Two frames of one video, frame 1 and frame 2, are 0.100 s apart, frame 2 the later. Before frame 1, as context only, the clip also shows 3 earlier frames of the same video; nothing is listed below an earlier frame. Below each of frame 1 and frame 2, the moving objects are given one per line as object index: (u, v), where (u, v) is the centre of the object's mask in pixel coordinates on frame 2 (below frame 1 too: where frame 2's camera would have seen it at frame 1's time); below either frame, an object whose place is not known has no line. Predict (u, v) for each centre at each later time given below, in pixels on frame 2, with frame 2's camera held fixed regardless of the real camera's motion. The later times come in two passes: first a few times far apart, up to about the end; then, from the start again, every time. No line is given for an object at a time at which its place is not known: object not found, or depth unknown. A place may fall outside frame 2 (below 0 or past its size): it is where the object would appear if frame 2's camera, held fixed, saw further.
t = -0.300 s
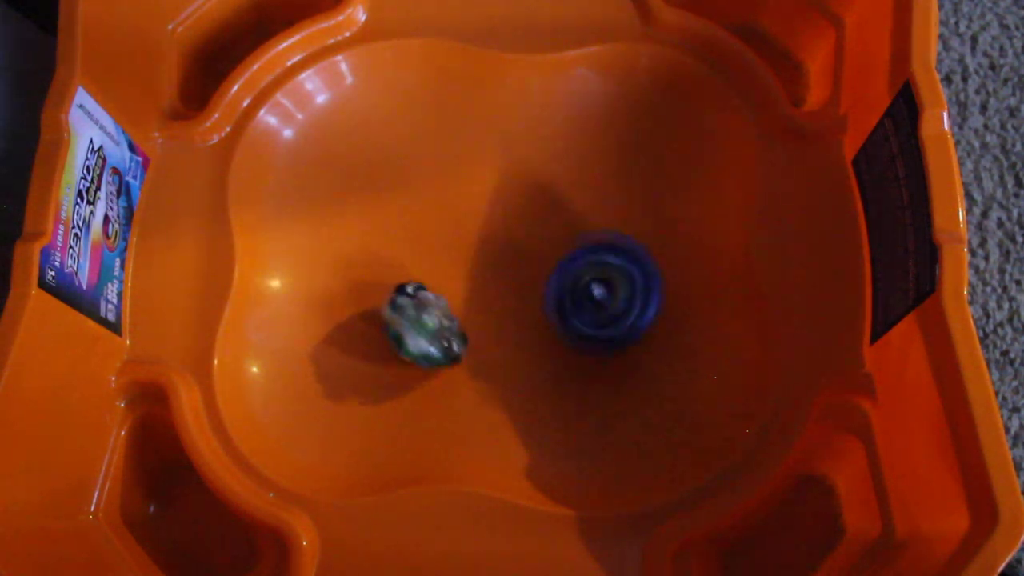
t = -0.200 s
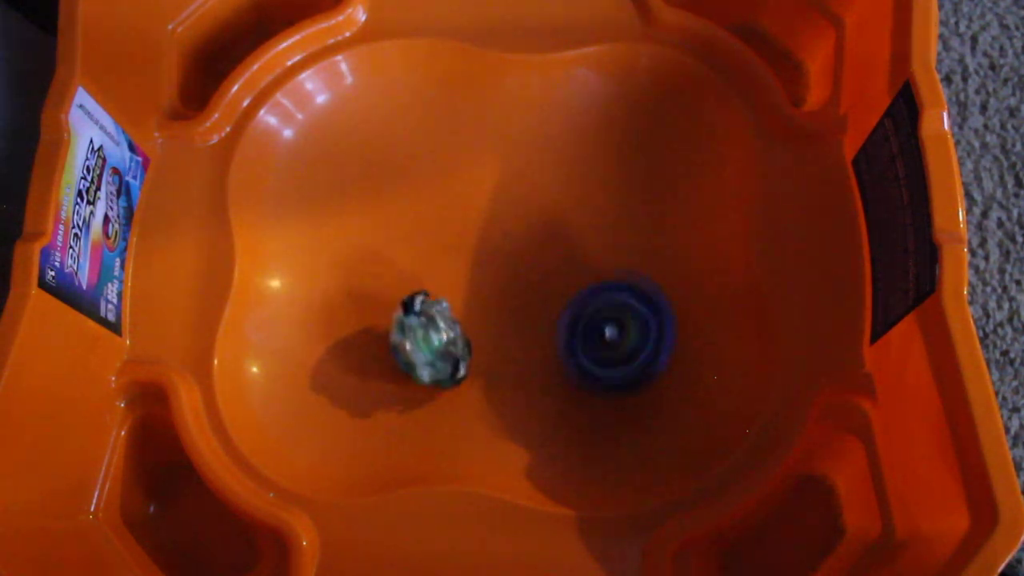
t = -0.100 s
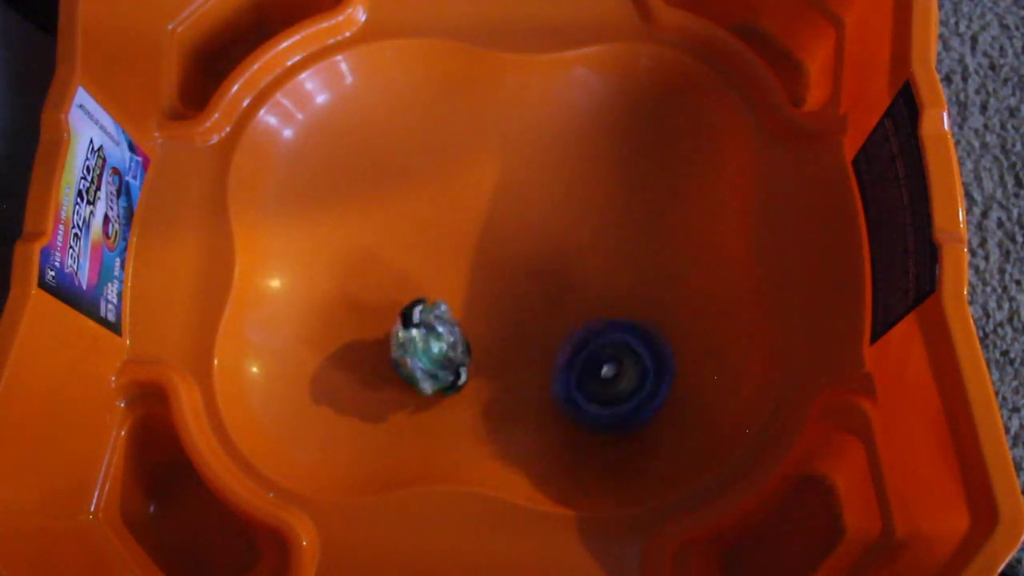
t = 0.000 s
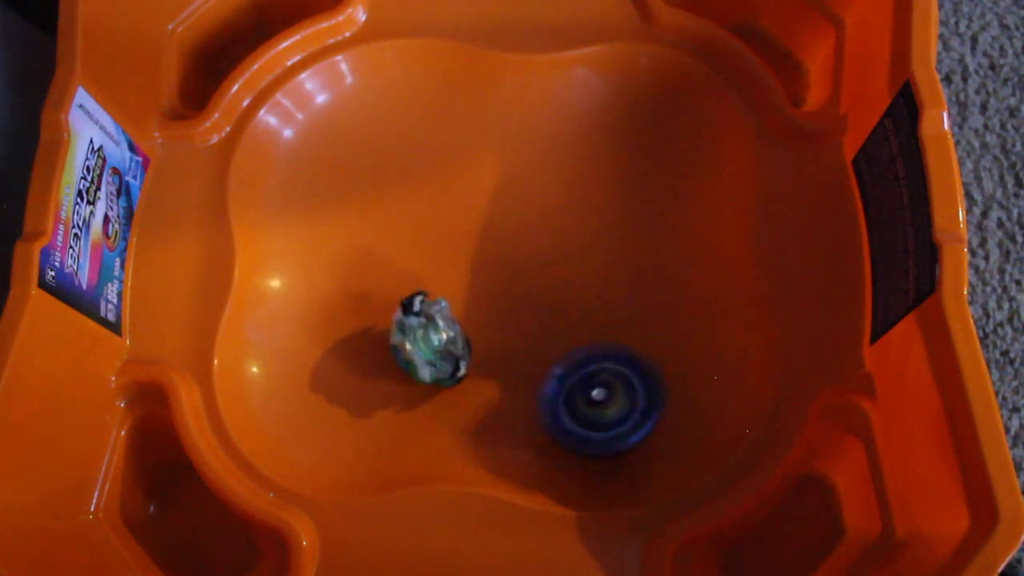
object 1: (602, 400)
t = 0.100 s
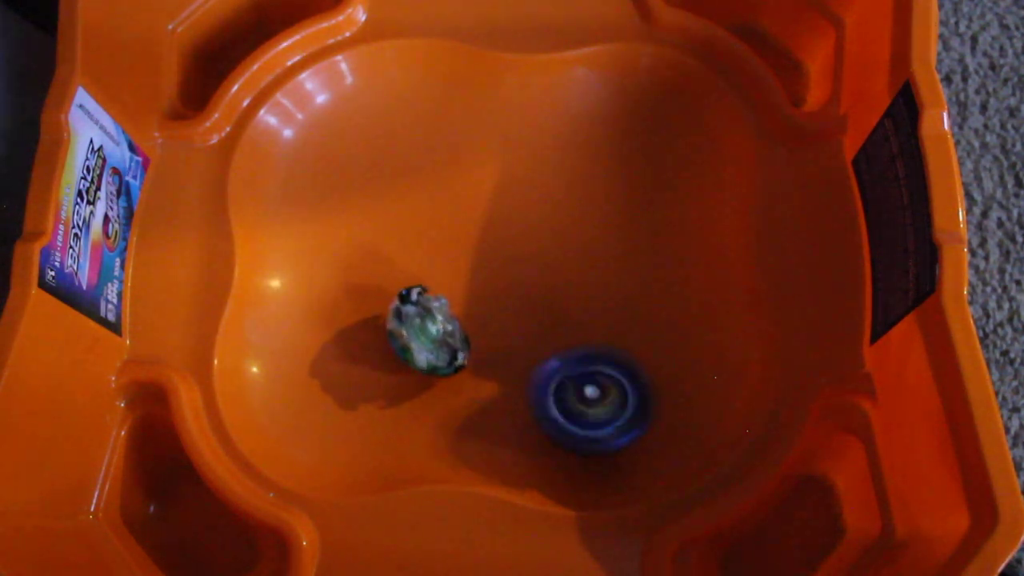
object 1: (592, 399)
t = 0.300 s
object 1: (551, 332)
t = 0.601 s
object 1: (529, 184)
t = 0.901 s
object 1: (533, 176)
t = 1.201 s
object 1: (523, 313)
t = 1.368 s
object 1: (496, 389)
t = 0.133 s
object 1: (587, 393)
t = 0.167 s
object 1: (580, 385)
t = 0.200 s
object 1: (573, 375)
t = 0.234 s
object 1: (565, 362)
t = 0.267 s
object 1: (558, 349)
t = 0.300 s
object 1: (551, 332)
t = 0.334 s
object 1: (546, 315)
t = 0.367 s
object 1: (542, 298)
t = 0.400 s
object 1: (539, 280)
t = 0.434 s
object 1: (535, 262)
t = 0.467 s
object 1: (532, 245)
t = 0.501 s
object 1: (530, 226)
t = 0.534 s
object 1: (531, 209)
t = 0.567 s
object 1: (530, 198)
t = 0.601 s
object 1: (529, 184)
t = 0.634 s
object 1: (530, 171)
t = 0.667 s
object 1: (532, 163)
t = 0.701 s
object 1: (530, 155)
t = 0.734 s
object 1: (532, 150)
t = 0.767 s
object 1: (532, 152)
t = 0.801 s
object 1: (530, 152)
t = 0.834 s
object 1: (533, 156)
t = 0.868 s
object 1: (533, 167)
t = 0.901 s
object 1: (533, 176)
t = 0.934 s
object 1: (538, 187)
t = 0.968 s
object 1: (540, 204)
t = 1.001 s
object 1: (538, 218)
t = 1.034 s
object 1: (539, 231)
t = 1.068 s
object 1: (541, 248)
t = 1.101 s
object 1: (538, 264)
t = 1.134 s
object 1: (535, 283)
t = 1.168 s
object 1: (528, 300)
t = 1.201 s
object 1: (523, 313)
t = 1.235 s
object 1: (519, 327)
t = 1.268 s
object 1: (512, 343)
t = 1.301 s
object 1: (504, 357)
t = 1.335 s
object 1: (501, 376)
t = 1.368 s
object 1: (496, 389)
